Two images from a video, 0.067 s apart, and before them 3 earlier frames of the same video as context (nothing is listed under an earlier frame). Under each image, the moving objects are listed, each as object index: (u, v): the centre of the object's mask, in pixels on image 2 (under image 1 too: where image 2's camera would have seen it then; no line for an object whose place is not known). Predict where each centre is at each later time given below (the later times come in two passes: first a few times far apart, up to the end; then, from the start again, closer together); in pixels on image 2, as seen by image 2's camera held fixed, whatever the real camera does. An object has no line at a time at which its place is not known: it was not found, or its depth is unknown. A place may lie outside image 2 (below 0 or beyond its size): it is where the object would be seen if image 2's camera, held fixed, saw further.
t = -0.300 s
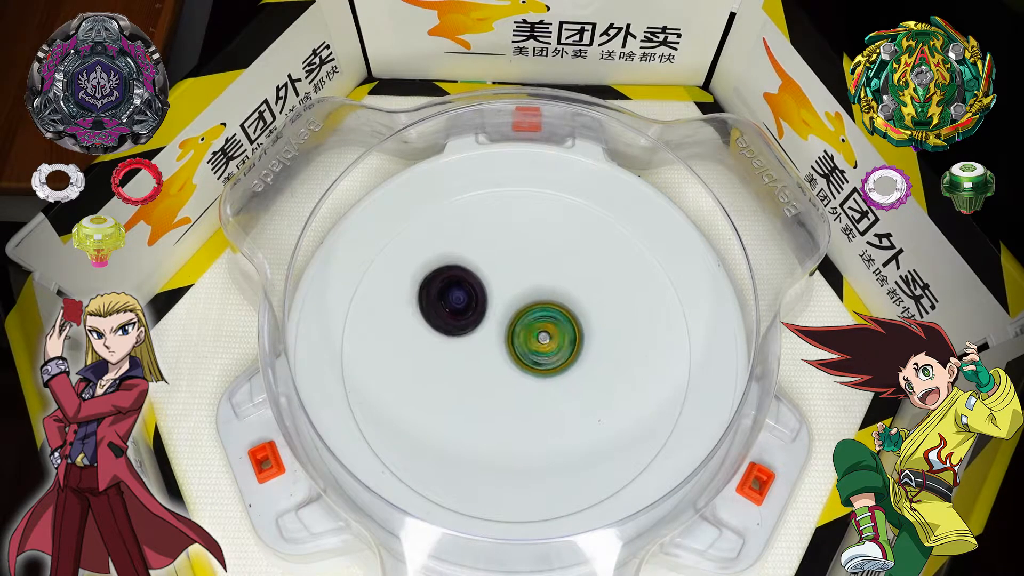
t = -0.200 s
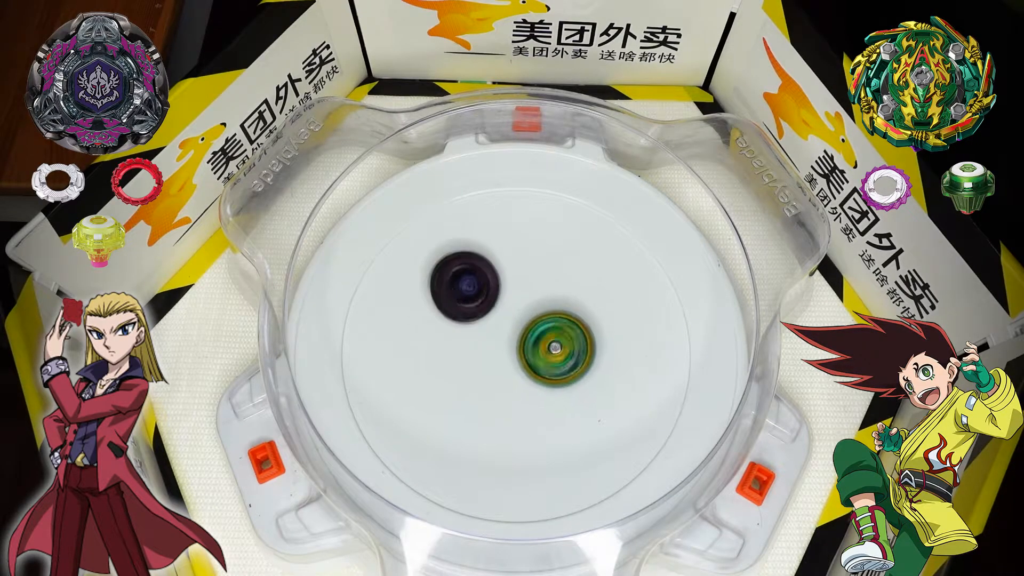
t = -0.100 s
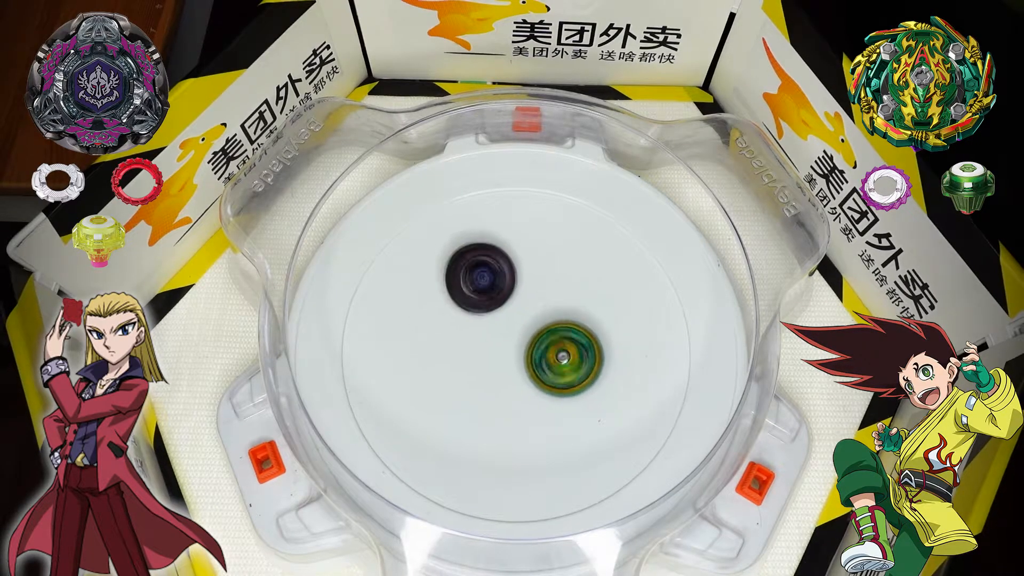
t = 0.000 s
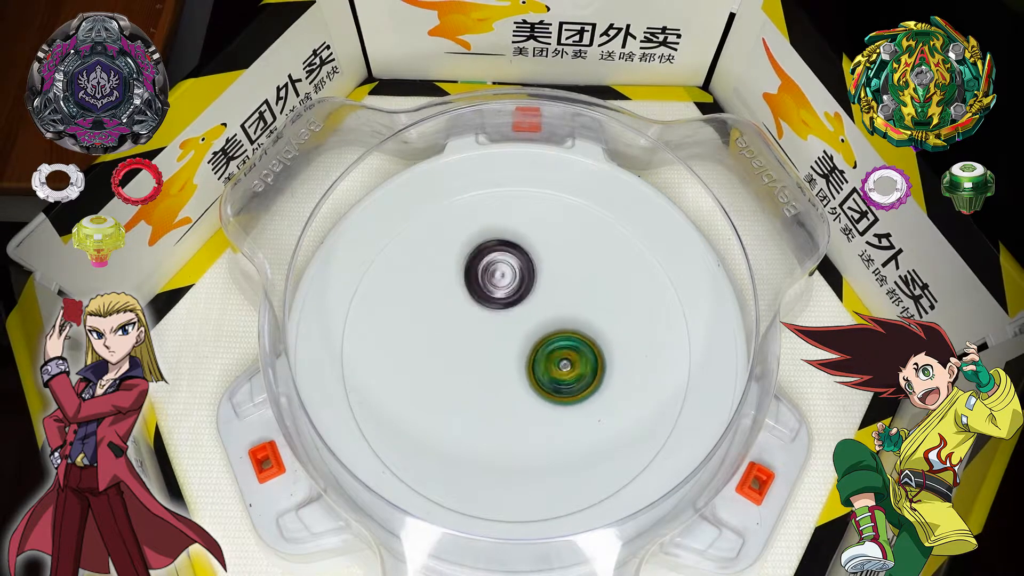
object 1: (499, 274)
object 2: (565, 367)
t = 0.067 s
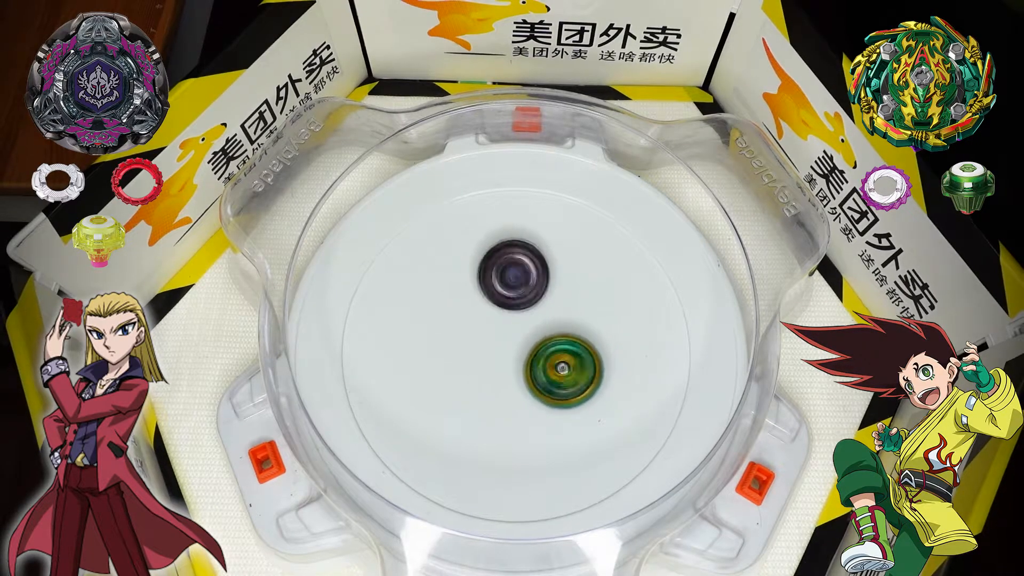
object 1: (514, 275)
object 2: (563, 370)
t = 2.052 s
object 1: (536, 274)
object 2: (511, 371)
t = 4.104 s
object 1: (577, 312)
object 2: (498, 328)
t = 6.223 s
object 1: (565, 401)
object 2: (511, 341)
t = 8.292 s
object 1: (446, 330)
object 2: (524, 344)
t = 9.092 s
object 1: (586, 371)
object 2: (515, 335)
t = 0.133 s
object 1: (529, 279)
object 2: (557, 373)
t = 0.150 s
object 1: (534, 280)
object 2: (556, 373)
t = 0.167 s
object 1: (537, 281)
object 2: (554, 374)
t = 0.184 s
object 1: (542, 283)
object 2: (552, 374)
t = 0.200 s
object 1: (546, 285)
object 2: (550, 374)
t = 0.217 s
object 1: (550, 287)
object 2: (548, 374)
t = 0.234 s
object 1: (554, 289)
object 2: (546, 373)
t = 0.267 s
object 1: (562, 294)
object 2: (542, 373)
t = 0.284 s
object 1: (566, 296)
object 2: (540, 373)
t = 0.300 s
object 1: (570, 299)
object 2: (538, 372)
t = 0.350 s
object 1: (580, 307)
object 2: (531, 369)
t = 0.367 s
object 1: (583, 309)
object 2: (528, 368)
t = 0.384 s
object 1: (586, 313)
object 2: (527, 367)
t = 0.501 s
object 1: (598, 335)
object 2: (510, 355)
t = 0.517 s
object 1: (599, 337)
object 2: (508, 354)
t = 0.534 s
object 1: (599, 340)
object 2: (506, 352)
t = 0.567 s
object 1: (599, 346)
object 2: (502, 348)
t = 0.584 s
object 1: (599, 349)
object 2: (500, 345)
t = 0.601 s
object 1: (599, 352)
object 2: (499, 343)
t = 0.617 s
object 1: (598, 355)
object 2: (498, 341)
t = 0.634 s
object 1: (598, 357)
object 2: (496, 338)
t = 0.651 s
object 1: (597, 360)
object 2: (496, 336)
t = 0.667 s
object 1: (596, 363)
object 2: (494, 334)
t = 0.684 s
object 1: (594, 366)
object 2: (493, 331)
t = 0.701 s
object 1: (593, 368)
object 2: (492, 330)
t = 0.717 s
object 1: (592, 371)
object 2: (491, 327)
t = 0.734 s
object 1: (589, 374)
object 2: (491, 325)
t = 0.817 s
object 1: (575, 386)
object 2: (489, 315)
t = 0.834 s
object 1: (573, 388)
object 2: (489, 314)
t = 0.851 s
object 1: (568, 391)
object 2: (488, 312)
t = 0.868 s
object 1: (565, 393)
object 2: (489, 310)
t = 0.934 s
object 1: (548, 400)
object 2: (491, 306)
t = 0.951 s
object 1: (544, 401)
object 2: (492, 304)
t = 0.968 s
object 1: (540, 402)
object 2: (493, 304)
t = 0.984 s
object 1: (534, 403)
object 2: (494, 303)
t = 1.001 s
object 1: (530, 404)
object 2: (495, 302)
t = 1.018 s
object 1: (525, 404)
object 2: (496, 302)
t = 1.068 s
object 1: (510, 405)
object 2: (500, 301)
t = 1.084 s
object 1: (506, 404)
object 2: (502, 300)
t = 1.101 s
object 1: (501, 404)
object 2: (504, 301)
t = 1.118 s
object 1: (495, 403)
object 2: (505, 301)
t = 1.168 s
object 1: (483, 400)
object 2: (510, 302)
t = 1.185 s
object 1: (478, 399)
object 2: (513, 303)
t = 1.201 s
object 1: (474, 397)
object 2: (514, 304)
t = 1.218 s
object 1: (471, 395)
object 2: (516, 304)
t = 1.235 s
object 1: (468, 394)
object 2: (518, 306)
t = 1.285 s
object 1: (458, 386)
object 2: (523, 310)
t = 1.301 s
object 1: (456, 384)
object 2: (524, 311)
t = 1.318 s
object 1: (454, 382)
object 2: (526, 312)
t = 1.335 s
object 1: (451, 379)
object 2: (527, 315)
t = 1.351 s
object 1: (450, 376)
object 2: (528, 316)
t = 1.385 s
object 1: (447, 371)
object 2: (531, 320)
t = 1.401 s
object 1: (446, 368)
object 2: (533, 321)
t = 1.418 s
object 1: (445, 365)
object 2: (534, 324)
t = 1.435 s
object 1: (444, 362)
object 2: (535, 325)
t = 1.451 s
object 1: (444, 359)
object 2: (536, 327)
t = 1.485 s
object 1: (444, 353)
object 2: (537, 331)
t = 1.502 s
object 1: (444, 348)
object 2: (539, 333)
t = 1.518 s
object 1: (445, 346)
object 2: (539, 336)
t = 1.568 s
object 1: (447, 336)
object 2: (540, 342)
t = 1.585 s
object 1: (448, 332)
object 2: (541, 344)
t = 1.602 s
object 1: (450, 329)
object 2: (541, 346)
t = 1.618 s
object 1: (451, 325)
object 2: (540, 348)
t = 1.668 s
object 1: (457, 315)
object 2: (539, 354)
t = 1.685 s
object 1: (459, 312)
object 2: (539, 356)
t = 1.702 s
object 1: (461, 309)
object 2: (538, 358)
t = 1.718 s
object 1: (464, 305)
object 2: (538, 360)
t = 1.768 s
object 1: (473, 297)
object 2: (535, 364)
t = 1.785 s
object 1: (476, 294)
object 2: (535, 366)
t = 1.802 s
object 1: (480, 291)
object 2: (533, 367)
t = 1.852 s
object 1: (491, 285)
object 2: (529, 370)
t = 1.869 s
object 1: (494, 282)
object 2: (528, 371)
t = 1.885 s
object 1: (498, 280)
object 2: (526, 372)
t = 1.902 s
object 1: (502, 279)
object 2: (525, 372)
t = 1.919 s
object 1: (506, 278)
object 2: (524, 372)
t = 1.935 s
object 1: (510, 277)
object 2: (521, 373)
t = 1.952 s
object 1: (513, 276)
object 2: (520, 372)
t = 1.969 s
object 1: (517, 275)
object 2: (519, 373)
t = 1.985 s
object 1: (521, 275)
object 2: (516, 372)
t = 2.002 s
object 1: (525, 274)
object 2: (515, 372)
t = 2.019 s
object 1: (529, 274)
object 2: (514, 372)
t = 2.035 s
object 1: (533, 275)
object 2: (512, 372)
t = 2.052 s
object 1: (536, 274)
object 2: (511, 371)
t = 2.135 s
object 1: (553, 279)
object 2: (503, 366)
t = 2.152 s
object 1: (557, 280)
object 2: (503, 365)
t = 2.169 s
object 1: (559, 282)
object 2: (501, 364)
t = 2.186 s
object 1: (562, 283)
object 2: (500, 362)
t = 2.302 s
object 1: (578, 300)
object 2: (496, 351)
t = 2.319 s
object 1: (580, 304)
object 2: (495, 349)
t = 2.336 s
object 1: (581, 307)
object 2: (496, 347)
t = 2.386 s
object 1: (585, 317)
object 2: (496, 341)
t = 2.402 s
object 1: (586, 321)
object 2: (496, 340)
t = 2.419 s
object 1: (586, 325)
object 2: (496, 337)
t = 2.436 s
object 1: (586, 329)
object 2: (497, 336)
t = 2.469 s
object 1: (587, 337)
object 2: (498, 332)
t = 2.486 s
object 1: (587, 341)
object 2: (499, 330)
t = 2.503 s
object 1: (587, 346)
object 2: (499, 329)
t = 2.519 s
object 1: (586, 350)
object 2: (501, 327)
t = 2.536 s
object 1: (586, 355)
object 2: (502, 326)
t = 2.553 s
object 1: (584, 360)
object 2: (502, 324)
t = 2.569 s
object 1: (583, 364)
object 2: (504, 322)
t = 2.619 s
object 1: (579, 375)
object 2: (508, 319)
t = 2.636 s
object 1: (577, 380)
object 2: (509, 318)
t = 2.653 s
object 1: (575, 383)
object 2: (510, 317)
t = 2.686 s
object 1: (569, 391)
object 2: (513, 316)
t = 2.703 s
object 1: (566, 394)
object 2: (514, 315)
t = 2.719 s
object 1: (564, 397)
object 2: (517, 314)
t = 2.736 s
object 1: (561, 400)
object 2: (518, 314)
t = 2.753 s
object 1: (559, 402)
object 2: (519, 313)
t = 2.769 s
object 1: (555, 405)
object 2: (521, 313)
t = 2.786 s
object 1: (552, 407)
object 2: (522, 314)
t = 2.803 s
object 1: (549, 408)
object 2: (524, 313)
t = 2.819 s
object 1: (545, 410)
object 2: (526, 313)
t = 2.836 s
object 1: (542, 411)
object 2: (527, 314)
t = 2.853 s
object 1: (538, 412)
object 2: (529, 313)
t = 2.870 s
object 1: (534, 413)
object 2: (530, 314)
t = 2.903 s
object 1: (527, 413)
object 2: (533, 315)
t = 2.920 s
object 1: (524, 414)
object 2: (534, 316)
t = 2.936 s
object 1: (521, 413)
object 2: (535, 317)
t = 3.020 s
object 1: (502, 408)
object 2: (540, 322)
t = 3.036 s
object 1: (498, 407)
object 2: (541, 323)
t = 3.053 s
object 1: (494, 405)
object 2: (542, 324)
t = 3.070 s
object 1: (491, 403)
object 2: (542, 326)
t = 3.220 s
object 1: (463, 375)
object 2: (542, 339)
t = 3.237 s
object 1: (460, 371)
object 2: (541, 340)
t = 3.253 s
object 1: (458, 366)
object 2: (541, 341)
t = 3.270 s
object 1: (456, 363)
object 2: (540, 343)
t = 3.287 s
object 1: (454, 358)
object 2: (539, 344)
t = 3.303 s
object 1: (453, 353)
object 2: (539, 345)
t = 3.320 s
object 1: (452, 349)
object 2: (537, 347)
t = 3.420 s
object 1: (450, 323)
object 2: (530, 353)
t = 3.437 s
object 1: (450, 319)
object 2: (528, 354)
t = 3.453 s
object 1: (451, 315)
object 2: (527, 355)
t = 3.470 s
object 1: (452, 312)
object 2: (525, 356)
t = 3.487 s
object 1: (454, 308)
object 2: (524, 356)
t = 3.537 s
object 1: (458, 299)
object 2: (519, 357)
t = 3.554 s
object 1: (460, 297)
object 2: (517, 358)
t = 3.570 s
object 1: (462, 293)
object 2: (515, 358)
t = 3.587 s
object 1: (465, 291)
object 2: (514, 357)
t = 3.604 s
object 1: (467, 289)
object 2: (512, 358)
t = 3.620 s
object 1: (469, 286)
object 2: (510, 357)
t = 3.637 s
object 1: (472, 284)
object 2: (509, 357)
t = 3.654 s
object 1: (474, 283)
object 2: (508, 357)
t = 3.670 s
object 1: (477, 281)
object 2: (506, 356)
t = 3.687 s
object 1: (480, 280)
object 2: (504, 355)
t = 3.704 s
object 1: (483, 279)
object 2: (503, 355)
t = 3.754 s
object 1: (492, 277)
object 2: (500, 352)
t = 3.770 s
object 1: (496, 276)
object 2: (498, 352)
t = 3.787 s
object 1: (500, 276)
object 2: (497, 350)
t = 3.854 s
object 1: (515, 278)
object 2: (494, 346)
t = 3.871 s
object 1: (519, 278)
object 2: (493, 345)
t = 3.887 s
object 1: (524, 280)
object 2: (493, 343)
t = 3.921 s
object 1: (532, 282)
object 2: (493, 341)
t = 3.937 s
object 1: (537, 284)
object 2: (493, 339)
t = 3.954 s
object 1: (541, 286)
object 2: (493, 338)
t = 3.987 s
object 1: (550, 290)
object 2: (493, 335)
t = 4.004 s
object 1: (554, 293)
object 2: (494, 335)
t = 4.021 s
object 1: (558, 295)
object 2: (494, 333)
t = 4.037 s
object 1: (563, 298)
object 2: (495, 332)
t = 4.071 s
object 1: (570, 305)
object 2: (496, 330)
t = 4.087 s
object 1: (574, 308)
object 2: (497, 328)
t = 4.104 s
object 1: (577, 312)
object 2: (498, 328)
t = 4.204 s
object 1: (592, 334)
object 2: (505, 323)
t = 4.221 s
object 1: (594, 337)
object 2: (506, 323)
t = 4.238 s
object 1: (595, 341)
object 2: (507, 322)
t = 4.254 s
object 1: (596, 345)
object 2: (509, 322)
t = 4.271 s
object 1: (597, 348)
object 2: (510, 322)
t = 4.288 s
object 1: (597, 352)
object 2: (511, 321)
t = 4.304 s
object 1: (597, 355)
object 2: (514, 321)
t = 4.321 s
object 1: (597, 358)
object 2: (515, 322)
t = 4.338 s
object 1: (597, 362)
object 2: (516, 322)
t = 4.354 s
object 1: (596, 364)
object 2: (518, 322)
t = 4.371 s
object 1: (595, 367)
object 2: (519, 322)
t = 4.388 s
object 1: (594, 370)
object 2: (521, 322)
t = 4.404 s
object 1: (592, 373)
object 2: (523, 323)
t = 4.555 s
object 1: (569, 394)
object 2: (534, 329)
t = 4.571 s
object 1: (565, 396)
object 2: (535, 330)
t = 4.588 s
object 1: (561, 400)
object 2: (535, 328)
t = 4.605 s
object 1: (556, 403)
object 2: (537, 327)
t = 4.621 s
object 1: (551, 405)
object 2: (537, 326)
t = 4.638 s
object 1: (547, 406)
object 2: (536, 326)
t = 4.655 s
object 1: (541, 407)
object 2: (536, 325)
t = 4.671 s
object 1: (535, 408)
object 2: (536, 324)
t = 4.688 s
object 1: (530, 408)
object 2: (535, 323)
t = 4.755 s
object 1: (508, 407)
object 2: (535, 321)
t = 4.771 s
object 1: (502, 406)
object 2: (535, 321)
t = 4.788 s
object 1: (498, 404)
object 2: (535, 321)
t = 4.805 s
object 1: (493, 403)
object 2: (534, 320)
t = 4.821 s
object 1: (487, 401)
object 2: (534, 320)
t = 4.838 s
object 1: (482, 399)
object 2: (534, 320)
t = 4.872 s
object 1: (472, 394)
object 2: (533, 320)
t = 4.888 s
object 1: (467, 391)
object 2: (533, 320)
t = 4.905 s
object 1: (463, 388)
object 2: (532, 320)
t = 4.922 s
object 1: (458, 386)
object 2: (532, 320)
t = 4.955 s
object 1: (452, 379)
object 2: (531, 321)
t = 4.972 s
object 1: (449, 377)
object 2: (530, 321)
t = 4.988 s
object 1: (447, 373)
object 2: (530, 321)
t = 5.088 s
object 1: (437, 350)
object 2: (526, 324)
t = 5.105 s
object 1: (437, 346)
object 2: (525, 325)
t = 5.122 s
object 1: (438, 342)
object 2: (524, 325)
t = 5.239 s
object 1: (446, 316)
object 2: (519, 329)
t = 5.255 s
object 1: (448, 313)
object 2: (518, 329)
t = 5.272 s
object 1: (450, 309)
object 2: (518, 331)
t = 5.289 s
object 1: (451, 304)
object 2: (519, 333)
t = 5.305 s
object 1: (453, 300)
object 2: (520, 334)
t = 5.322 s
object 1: (455, 296)
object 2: (522, 336)
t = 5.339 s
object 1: (458, 292)
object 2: (522, 338)
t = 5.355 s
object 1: (461, 289)
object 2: (522, 338)
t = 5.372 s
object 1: (465, 287)
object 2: (523, 340)
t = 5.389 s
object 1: (468, 284)
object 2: (524, 341)
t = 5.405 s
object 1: (472, 281)
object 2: (524, 342)
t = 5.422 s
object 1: (477, 279)
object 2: (525, 344)
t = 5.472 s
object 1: (490, 275)
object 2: (525, 347)
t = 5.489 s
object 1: (495, 274)
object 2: (526, 349)
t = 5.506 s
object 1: (499, 272)
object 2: (525, 350)
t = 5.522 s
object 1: (504, 272)
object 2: (525, 351)
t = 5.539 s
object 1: (509, 271)
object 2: (525, 352)
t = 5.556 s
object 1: (514, 272)
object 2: (525, 354)
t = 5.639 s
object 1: (539, 274)
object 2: (523, 358)
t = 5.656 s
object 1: (544, 275)
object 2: (523, 359)
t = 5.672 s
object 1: (549, 277)
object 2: (522, 360)
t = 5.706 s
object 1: (558, 281)
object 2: (521, 361)
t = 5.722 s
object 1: (562, 284)
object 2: (520, 362)
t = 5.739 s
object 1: (566, 286)
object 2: (519, 362)
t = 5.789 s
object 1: (578, 295)
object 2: (517, 362)
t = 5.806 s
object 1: (582, 298)
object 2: (516, 362)
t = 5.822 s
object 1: (585, 301)
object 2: (516, 362)
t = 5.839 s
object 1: (588, 305)
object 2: (515, 362)
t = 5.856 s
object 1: (590, 310)
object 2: (514, 361)
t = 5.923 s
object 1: (597, 326)
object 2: (512, 359)
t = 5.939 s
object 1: (598, 330)
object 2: (511, 359)
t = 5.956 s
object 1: (599, 335)
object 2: (511, 358)
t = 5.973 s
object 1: (599, 340)
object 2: (510, 357)
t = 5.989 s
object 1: (600, 344)
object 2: (510, 356)
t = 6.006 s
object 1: (599, 349)
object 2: (510, 356)
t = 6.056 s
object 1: (596, 362)
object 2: (509, 352)
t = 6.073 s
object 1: (595, 366)
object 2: (509, 351)
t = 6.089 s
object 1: (592, 371)
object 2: (508, 350)
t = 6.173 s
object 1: (577, 391)
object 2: (509, 344)
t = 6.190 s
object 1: (573, 395)
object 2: (509, 343)
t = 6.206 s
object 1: (570, 398)
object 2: (510, 342)
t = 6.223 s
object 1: (565, 401)
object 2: (511, 341)
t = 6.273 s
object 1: (550, 409)
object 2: (512, 337)
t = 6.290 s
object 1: (546, 411)
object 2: (513, 336)
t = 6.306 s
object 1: (540, 412)
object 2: (513, 336)
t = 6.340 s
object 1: (528, 414)
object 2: (515, 333)
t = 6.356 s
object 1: (523, 415)
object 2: (516, 333)
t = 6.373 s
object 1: (518, 414)
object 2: (516, 332)
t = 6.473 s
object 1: (486, 408)
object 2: (523, 328)
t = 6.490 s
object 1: (481, 406)
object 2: (523, 327)
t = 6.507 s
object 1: (477, 403)
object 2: (525, 327)
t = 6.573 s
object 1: (462, 390)
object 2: (529, 326)
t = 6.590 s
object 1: (458, 386)
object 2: (530, 327)
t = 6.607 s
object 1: (454, 382)
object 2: (530, 327)
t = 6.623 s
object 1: (452, 378)
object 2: (531, 327)
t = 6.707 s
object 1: (443, 355)
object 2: (534, 329)
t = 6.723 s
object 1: (442, 350)
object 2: (534, 329)
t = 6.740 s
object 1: (442, 346)
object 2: (535, 329)
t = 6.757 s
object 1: (442, 340)
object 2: (536, 330)
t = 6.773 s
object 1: (442, 335)
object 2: (536, 331)
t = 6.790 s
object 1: (443, 331)
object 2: (536, 331)
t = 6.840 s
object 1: (447, 317)
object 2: (536, 333)
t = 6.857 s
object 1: (449, 312)
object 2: (536, 333)
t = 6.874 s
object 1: (451, 309)
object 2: (536, 334)
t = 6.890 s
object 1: (453, 304)
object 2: (536, 335)
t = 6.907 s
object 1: (456, 300)
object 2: (535, 336)
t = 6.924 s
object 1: (459, 297)
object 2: (535, 336)
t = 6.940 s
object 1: (463, 293)
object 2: (534, 337)
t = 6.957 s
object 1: (466, 290)
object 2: (533, 338)
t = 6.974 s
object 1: (470, 287)
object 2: (533, 339)
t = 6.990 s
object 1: (474, 284)
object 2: (533, 339)
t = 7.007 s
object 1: (479, 282)
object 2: (532, 340)
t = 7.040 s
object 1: (487, 277)
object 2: (530, 341)
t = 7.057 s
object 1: (492, 276)
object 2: (530, 342)
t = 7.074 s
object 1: (496, 275)
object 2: (528, 342)
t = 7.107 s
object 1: (506, 273)
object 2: (526, 343)
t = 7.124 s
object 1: (511, 272)
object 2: (525, 343)
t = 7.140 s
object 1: (517, 272)
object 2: (524, 343)
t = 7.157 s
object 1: (521, 273)
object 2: (523, 343)
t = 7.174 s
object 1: (526, 273)
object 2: (522, 344)
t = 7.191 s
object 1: (531, 274)
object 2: (520, 344)
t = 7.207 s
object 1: (537, 275)
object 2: (519, 344)
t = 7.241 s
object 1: (546, 278)
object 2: (517, 344)
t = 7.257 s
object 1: (551, 279)
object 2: (516, 343)
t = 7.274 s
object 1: (556, 281)
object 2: (515, 343)
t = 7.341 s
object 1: (573, 293)
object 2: (511, 342)
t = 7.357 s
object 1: (577, 296)
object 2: (510, 342)
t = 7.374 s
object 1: (579, 300)
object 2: (509, 341)
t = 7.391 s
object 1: (582, 304)
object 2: (508, 340)
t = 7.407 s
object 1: (586, 308)
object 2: (508, 340)
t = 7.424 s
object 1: (588, 312)
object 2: (507, 340)
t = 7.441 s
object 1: (589, 317)
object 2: (506, 339)
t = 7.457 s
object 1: (592, 321)
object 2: (506, 338)
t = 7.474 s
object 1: (593, 326)
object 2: (505, 338)
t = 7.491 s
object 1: (594, 331)
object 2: (504, 338)
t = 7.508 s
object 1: (595, 336)
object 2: (504, 336)
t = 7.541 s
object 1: (595, 345)
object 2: (504, 336)
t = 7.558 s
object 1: (595, 350)
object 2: (503, 335)
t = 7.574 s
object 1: (594, 355)
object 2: (503, 334)
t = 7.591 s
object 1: (592, 360)
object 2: (504, 333)
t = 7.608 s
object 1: (592, 365)
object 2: (504, 333)
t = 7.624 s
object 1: (590, 369)
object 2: (503, 332)
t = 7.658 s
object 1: (585, 379)
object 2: (504, 331)
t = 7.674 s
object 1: (582, 383)
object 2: (503, 331)
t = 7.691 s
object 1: (578, 386)
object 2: (504, 331)
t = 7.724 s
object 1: (571, 394)
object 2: (505, 330)
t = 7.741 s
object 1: (566, 398)
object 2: (505, 330)
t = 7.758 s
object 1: (562, 401)
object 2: (505, 329)
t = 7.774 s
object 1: (558, 404)
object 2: (506, 329)
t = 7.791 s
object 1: (552, 406)
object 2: (507, 329)
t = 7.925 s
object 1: (509, 412)
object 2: (512, 330)
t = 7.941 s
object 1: (502, 410)
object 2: (513, 329)
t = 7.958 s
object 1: (497, 410)
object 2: (514, 330)
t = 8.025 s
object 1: (478, 400)
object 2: (517, 332)
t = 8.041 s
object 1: (472, 397)
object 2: (518, 333)
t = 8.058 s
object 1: (469, 394)
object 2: (518, 333)
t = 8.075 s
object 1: (465, 390)
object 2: (519, 333)
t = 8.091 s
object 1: (460, 386)
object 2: (520, 335)
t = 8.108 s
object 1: (457, 382)
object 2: (520, 335)
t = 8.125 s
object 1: (454, 378)
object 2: (521, 335)
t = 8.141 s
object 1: (452, 374)
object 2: (522, 336)
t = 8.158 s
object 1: (450, 370)
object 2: (522, 338)
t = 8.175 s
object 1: (448, 364)
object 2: (522, 338)
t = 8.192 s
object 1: (446, 360)
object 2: (523, 339)
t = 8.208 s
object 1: (446, 354)
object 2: (524, 340)
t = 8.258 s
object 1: (445, 340)
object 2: (524, 342)
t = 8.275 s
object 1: (444, 334)
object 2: (525, 343)
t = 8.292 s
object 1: (446, 330)
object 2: (524, 344)
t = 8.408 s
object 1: (461, 300)
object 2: (524, 348)
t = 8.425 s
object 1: (464, 296)
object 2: (523, 348)
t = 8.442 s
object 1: (467, 292)
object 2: (523, 348)
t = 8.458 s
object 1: (471, 290)
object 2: (523, 350)
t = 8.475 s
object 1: (476, 288)
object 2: (522, 350)
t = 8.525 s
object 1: (489, 280)
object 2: (522, 350)
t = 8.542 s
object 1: (494, 279)
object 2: (520, 351)
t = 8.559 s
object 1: (499, 277)
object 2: (520, 351)
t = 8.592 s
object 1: (509, 275)
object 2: (520, 351)
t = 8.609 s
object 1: (515, 274)
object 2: (518, 351)
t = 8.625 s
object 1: (520, 274)
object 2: (518, 351)
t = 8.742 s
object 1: (553, 283)
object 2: (515, 349)
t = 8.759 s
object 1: (558, 284)
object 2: (515, 348)
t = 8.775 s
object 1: (562, 288)
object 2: (515, 348)
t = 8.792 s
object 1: (567, 291)
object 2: (514, 348)
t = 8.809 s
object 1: (570, 294)
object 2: (513, 347)
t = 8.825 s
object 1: (574, 297)
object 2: (513, 346)
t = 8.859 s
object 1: (581, 305)
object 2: (513, 345)
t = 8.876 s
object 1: (584, 309)
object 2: (513, 344)
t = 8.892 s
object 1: (585, 314)
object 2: (513, 343)
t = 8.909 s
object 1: (587, 318)
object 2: (513, 343)
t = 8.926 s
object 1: (589, 322)
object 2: (513, 342)
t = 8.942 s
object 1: (591, 327)
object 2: (513, 341)
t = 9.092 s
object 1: (586, 371)
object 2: (515, 335)
